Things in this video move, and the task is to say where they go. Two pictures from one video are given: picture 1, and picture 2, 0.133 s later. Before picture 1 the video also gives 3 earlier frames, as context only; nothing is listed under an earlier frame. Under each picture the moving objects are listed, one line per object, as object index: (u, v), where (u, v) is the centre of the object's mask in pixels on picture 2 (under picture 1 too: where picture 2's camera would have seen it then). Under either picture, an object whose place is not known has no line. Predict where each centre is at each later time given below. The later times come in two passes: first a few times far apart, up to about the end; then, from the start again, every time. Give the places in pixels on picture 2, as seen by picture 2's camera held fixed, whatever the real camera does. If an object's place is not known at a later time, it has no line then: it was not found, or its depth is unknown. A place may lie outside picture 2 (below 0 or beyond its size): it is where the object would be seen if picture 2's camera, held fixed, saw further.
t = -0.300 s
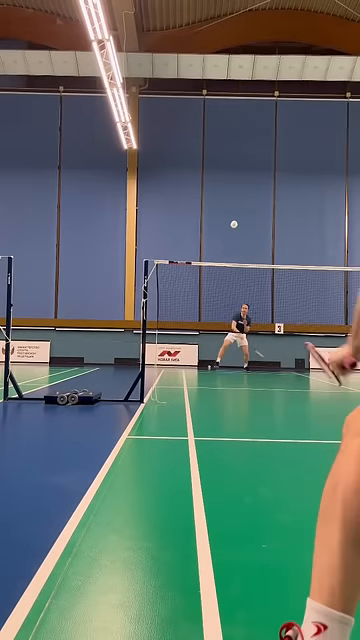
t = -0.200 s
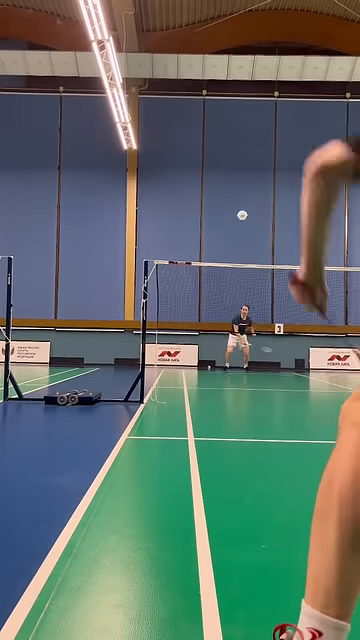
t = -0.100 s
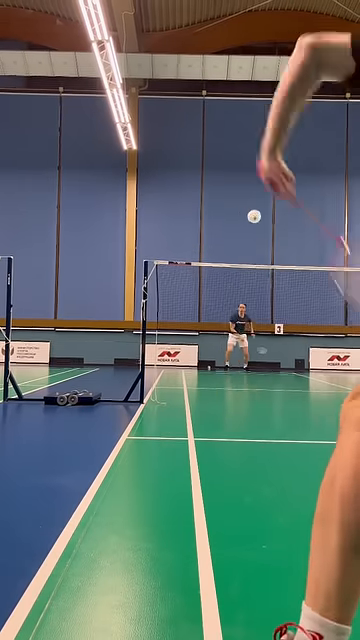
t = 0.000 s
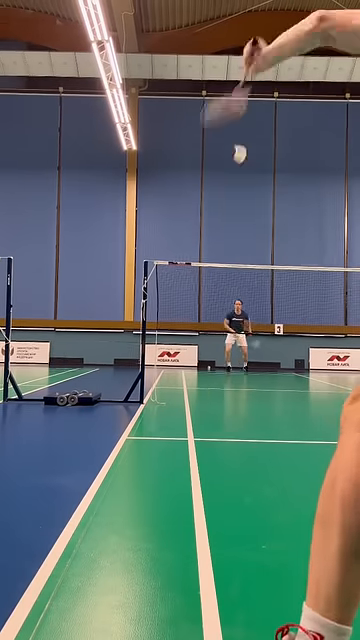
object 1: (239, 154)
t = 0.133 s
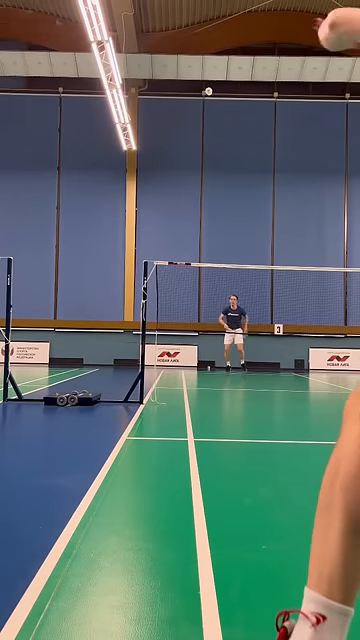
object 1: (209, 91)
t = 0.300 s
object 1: (198, 84)
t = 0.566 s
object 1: (191, 107)
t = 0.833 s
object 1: (189, 150)
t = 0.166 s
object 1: (205, 87)
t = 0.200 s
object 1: (203, 85)
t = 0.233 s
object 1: (201, 84)
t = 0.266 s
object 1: (200, 83)
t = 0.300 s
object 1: (198, 84)
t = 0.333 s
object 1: (197, 85)
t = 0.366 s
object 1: (196, 87)
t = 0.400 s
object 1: (195, 89)
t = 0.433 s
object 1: (194, 92)
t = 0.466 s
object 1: (193, 95)
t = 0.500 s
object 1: (193, 99)
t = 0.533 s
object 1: (192, 103)
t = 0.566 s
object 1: (191, 107)
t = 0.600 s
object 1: (191, 111)
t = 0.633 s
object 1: (191, 116)
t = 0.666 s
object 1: (190, 121)
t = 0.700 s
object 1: (190, 126)
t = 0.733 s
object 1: (190, 132)
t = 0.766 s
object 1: (190, 138)
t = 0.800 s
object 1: (190, 144)
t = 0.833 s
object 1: (189, 150)
